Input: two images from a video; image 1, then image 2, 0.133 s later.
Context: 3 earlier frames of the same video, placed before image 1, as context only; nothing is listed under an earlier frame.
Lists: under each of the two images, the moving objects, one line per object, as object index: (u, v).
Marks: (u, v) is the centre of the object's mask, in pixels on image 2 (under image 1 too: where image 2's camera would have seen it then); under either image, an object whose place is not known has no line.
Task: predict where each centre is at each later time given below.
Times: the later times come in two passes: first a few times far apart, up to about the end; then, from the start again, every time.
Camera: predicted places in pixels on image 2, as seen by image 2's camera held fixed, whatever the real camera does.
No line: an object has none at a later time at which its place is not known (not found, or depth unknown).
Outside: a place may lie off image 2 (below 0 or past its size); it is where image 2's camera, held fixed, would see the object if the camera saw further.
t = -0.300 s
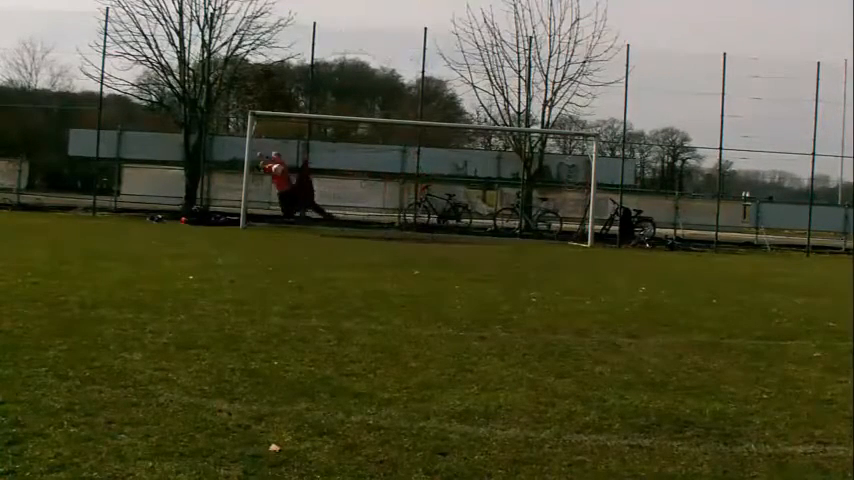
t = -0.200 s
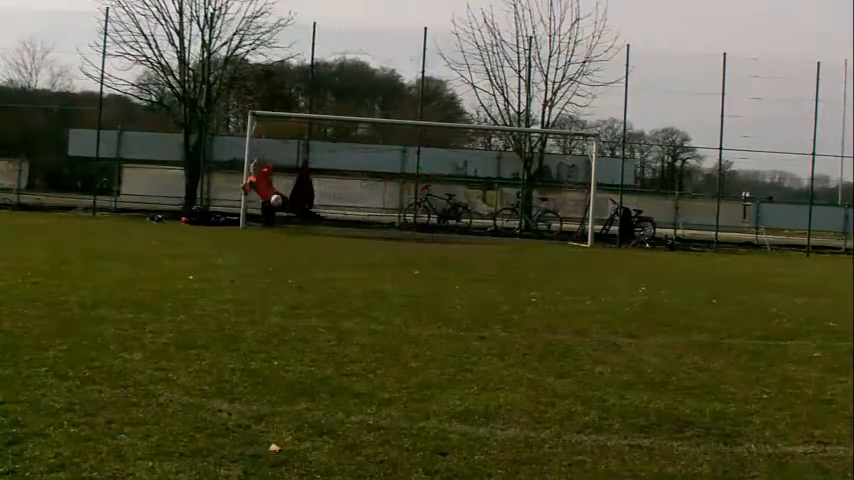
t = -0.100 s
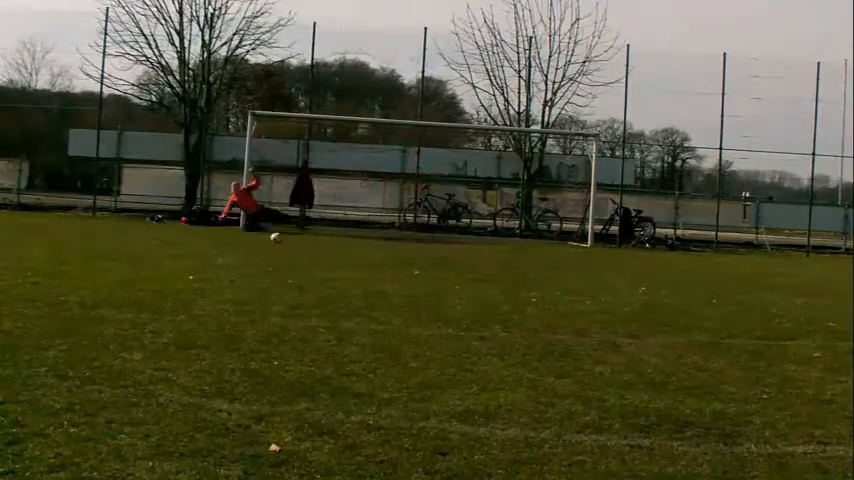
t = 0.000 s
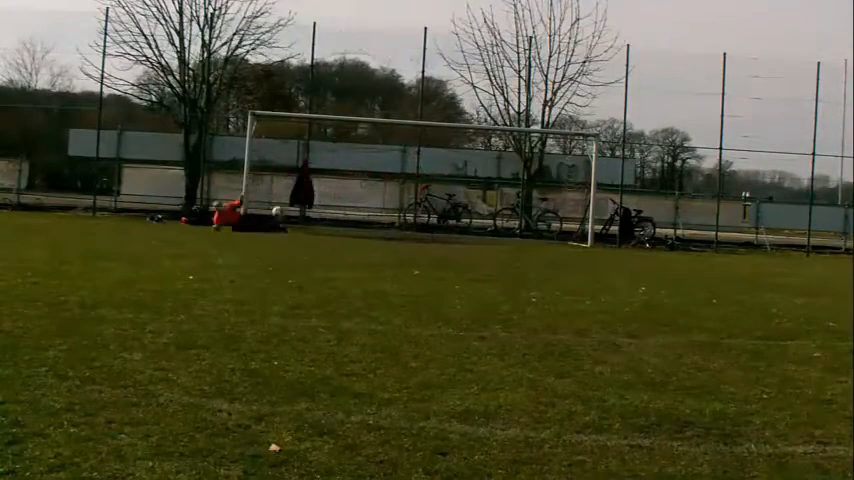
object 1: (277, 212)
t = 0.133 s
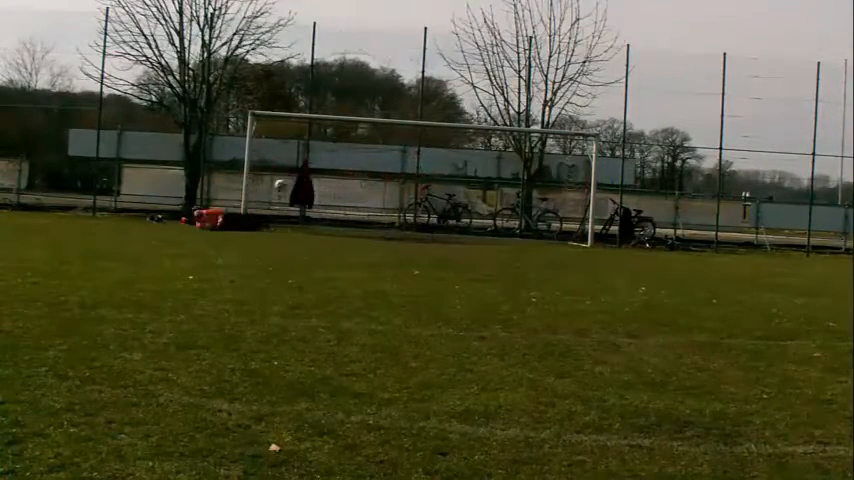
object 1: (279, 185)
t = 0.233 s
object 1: (282, 172)
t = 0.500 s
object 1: (286, 168)
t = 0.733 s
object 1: (289, 209)
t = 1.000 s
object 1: (292, 234)
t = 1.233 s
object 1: (300, 220)
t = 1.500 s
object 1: (304, 263)
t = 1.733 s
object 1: (317, 254)
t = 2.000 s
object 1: (334, 276)
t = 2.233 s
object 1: (351, 292)
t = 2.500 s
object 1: (371, 306)
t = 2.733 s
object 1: (387, 324)
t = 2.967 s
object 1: (406, 339)
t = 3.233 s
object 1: (429, 353)
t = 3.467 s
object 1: (451, 371)
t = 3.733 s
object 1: (477, 389)
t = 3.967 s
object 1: (506, 410)
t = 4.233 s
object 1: (541, 431)
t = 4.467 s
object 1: (580, 454)
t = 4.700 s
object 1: (618, 467)
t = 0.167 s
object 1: (281, 180)
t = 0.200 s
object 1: (282, 175)
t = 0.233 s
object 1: (282, 172)
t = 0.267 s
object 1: (282, 168)
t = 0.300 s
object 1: (283, 166)
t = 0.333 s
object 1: (283, 165)
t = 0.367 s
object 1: (284, 164)
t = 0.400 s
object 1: (284, 164)
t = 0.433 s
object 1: (285, 165)
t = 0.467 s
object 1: (285, 166)
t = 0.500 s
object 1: (286, 168)
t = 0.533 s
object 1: (286, 171)
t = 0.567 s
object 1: (288, 176)
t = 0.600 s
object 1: (288, 181)
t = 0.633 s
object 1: (288, 187)
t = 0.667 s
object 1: (289, 194)
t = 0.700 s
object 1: (289, 202)
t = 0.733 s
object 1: (289, 209)
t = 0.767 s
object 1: (290, 218)
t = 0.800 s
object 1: (290, 230)
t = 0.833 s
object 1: (290, 242)
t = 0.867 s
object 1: (290, 255)
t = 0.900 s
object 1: (291, 254)
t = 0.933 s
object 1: (291, 246)
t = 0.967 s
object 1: (292, 239)
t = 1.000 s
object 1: (292, 234)
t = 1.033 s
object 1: (295, 230)
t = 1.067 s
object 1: (296, 226)
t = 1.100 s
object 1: (297, 223)
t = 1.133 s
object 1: (298, 221)
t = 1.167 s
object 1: (298, 220)
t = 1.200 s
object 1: (299, 220)
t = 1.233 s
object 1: (300, 220)
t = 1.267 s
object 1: (301, 221)
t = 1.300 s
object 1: (301, 224)
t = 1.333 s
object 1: (302, 228)
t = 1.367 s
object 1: (301, 232)
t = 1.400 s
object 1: (302, 238)
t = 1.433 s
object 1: (303, 246)
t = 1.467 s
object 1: (303, 254)
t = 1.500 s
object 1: (304, 263)
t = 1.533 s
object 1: (305, 275)
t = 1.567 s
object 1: (307, 276)
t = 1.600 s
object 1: (309, 269)
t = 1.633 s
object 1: (310, 264)
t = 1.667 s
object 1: (313, 260)
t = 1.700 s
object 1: (314, 257)
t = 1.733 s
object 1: (317, 254)
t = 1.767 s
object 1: (319, 253)
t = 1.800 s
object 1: (322, 253)
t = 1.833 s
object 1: (325, 254)
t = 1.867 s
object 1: (326, 256)
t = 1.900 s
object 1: (327, 259)
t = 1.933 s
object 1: (328, 263)
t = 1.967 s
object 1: (332, 269)
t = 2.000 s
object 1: (334, 276)
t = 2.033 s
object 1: (335, 284)
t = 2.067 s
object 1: (338, 294)
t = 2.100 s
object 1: (340, 295)
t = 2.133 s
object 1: (343, 292)
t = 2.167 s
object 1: (345, 291)
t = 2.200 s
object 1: (348, 291)
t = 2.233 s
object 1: (351, 292)
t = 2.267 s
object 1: (353, 294)
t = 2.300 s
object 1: (356, 298)
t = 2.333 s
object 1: (359, 304)
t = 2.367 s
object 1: (362, 309)
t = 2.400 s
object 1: (364, 308)
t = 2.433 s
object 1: (365, 306)
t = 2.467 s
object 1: (368, 305)
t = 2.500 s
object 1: (371, 306)
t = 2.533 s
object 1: (372, 309)
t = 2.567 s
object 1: (374, 313)
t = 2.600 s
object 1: (376, 318)
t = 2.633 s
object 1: (378, 321)
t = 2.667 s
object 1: (381, 320)
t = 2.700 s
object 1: (385, 320)
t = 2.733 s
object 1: (387, 324)
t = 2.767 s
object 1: (389, 327)
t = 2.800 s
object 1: (392, 329)
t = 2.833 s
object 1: (395, 330)
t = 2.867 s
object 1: (399, 331)
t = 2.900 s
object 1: (401, 331)
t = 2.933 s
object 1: (403, 338)
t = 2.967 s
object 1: (406, 339)
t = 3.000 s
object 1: (408, 340)
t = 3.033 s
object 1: (410, 342)
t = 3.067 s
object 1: (414, 344)
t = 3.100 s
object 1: (418, 347)
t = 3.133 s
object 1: (420, 349)
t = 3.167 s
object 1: (422, 351)
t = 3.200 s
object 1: (425, 352)
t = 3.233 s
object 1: (429, 353)
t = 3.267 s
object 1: (432, 355)
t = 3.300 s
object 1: (435, 357)
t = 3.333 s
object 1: (438, 362)
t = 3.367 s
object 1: (442, 363)
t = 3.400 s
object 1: (445, 364)
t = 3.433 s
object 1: (449, 367)
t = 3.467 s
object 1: (451, 371)
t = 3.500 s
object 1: (454, 372)
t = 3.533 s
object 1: (457, 374)
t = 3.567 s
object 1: (461, 378)
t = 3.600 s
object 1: (464, 380)
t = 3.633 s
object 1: (467, 382)
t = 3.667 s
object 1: (469, 382)
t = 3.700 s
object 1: (473, 387)
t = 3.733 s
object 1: (477, 389)
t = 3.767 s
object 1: (481, 392)
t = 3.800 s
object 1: (484, 394)
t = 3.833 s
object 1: (489, 400)
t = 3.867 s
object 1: (492, 400)
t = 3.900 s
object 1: (496, 404)
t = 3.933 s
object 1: (498, 404)
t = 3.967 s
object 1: (506, 410)
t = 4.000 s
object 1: (509, 413)
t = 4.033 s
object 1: (514, 415)
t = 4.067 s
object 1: (518, 417)
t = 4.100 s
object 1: (523, 420)
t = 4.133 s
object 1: (528, 424)
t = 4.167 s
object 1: (533, 427)
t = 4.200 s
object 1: (538, 430)
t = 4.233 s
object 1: (541, 431)
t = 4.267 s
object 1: (549, 435)
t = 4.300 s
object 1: (554, 439)
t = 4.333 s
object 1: (557, 441)
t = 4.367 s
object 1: (563, 444)
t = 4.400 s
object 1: (569, 450)
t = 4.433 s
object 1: (574, 451)
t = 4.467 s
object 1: (580, 454)
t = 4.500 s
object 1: (585, 456)
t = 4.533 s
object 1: (592, 460)
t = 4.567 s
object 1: (598, 461)
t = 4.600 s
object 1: (602, 461)
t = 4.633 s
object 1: (607, 462)
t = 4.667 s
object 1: (614, 465)
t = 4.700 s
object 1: (618, 467)
